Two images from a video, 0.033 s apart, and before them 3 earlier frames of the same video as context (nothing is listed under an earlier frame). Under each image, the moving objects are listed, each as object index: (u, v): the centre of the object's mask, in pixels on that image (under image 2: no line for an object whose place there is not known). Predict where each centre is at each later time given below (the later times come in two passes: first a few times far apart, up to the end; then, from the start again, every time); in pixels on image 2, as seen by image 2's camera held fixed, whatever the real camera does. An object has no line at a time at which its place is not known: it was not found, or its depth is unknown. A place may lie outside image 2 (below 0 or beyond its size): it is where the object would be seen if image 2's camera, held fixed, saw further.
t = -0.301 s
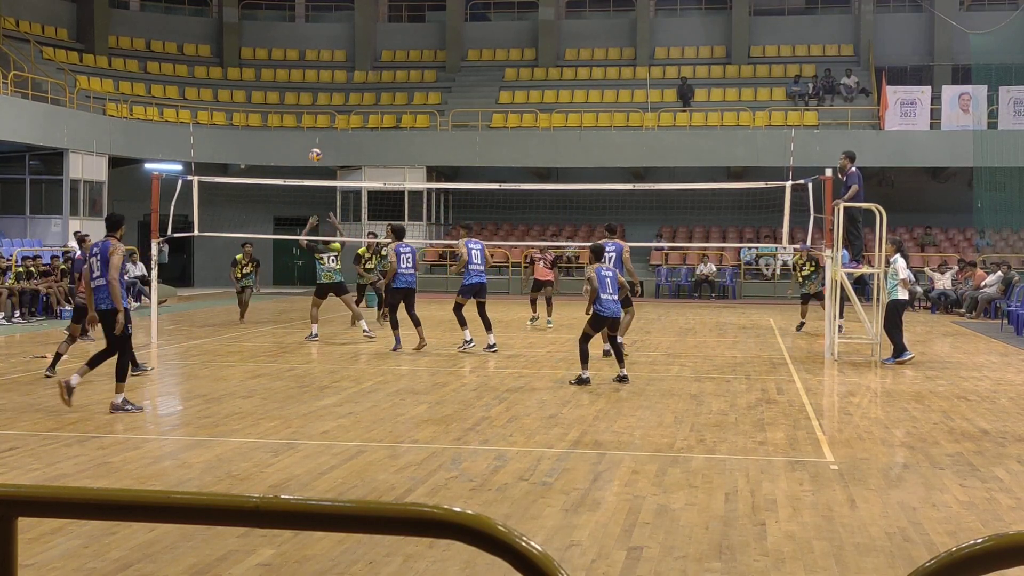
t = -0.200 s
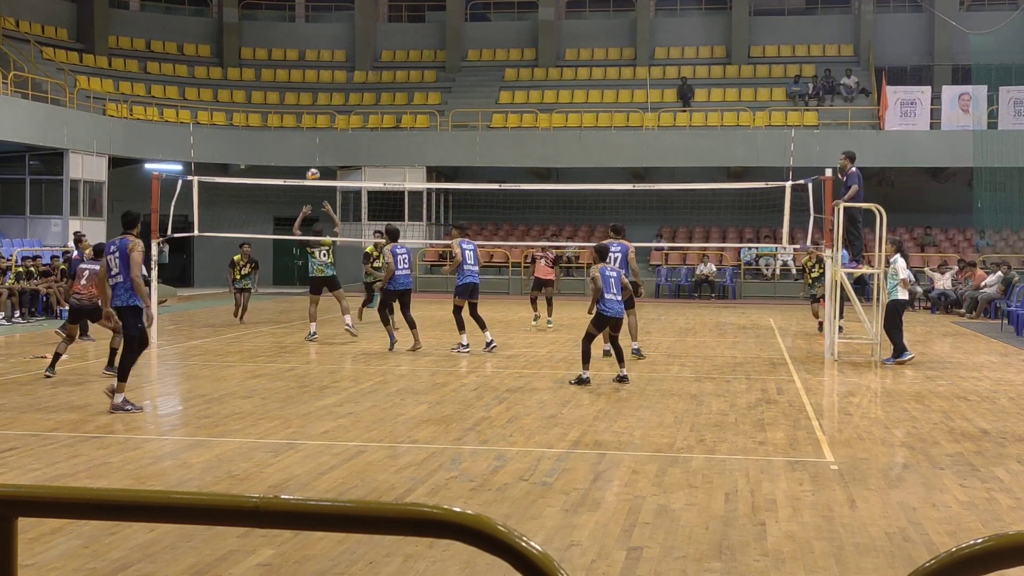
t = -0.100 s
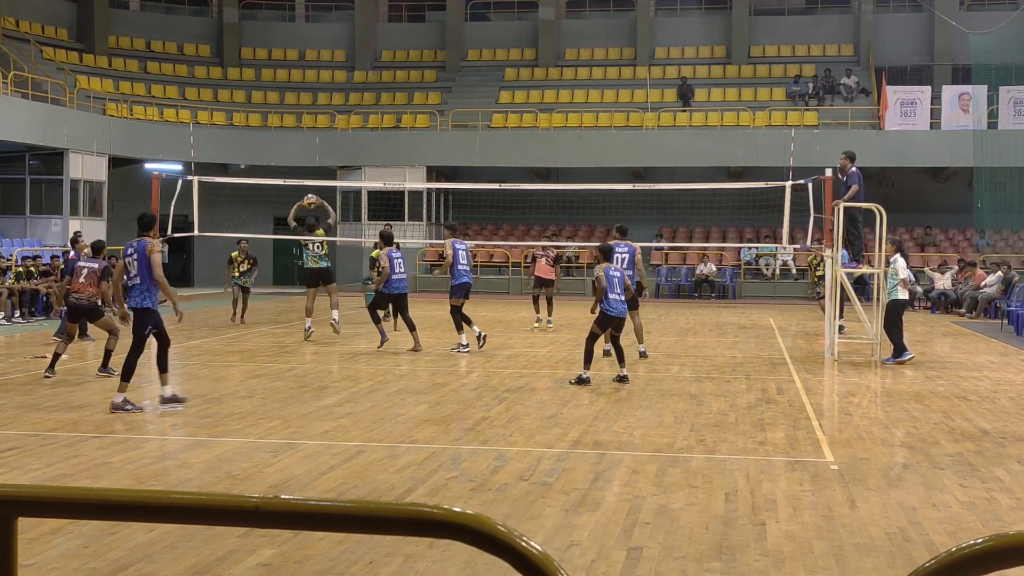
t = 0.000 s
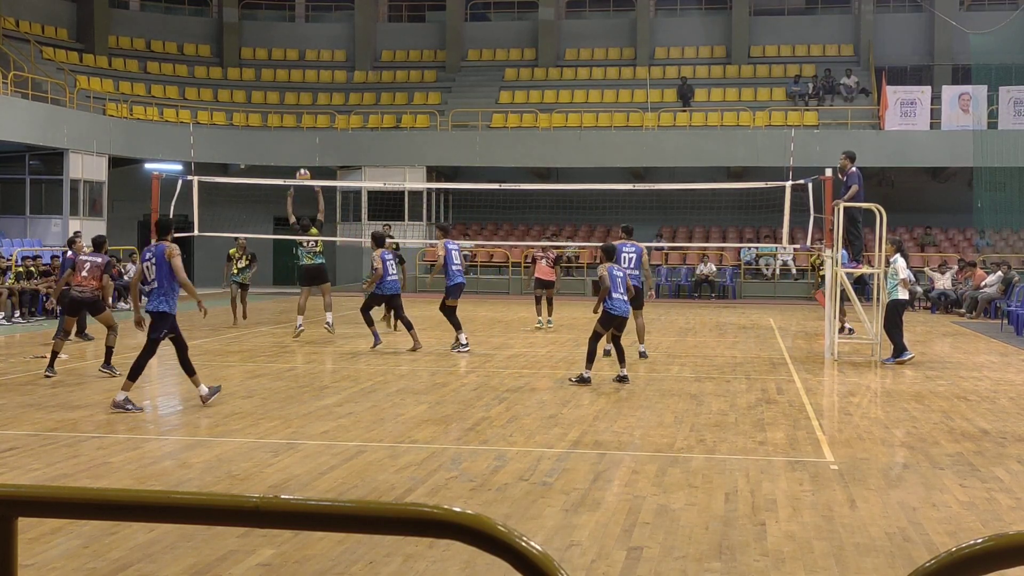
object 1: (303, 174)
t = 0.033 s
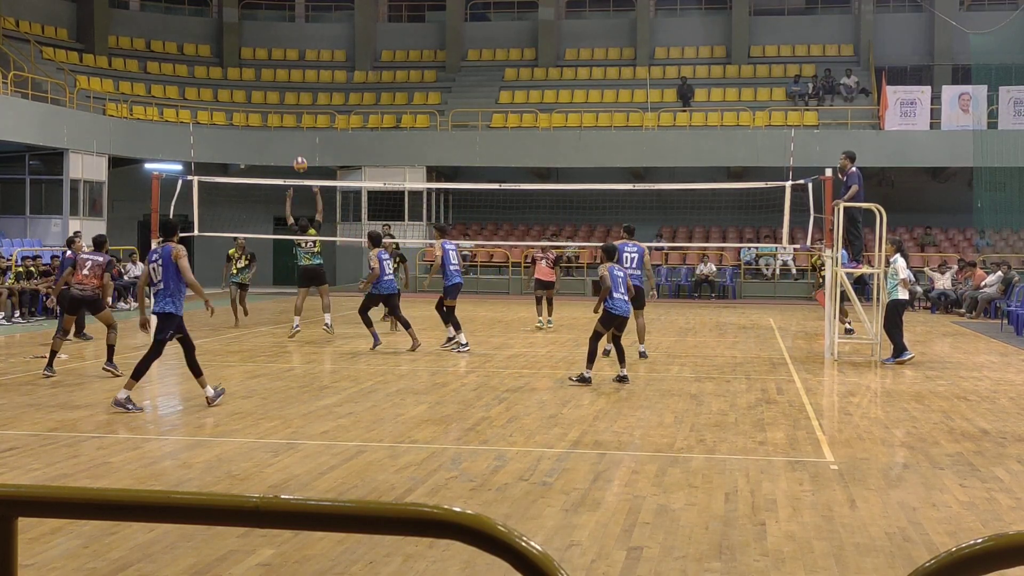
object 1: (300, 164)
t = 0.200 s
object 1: (286, 116)
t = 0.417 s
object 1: (269, 80)
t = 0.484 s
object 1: (263, 75)
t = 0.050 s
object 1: (299, 158)
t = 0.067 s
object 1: (297, 153)
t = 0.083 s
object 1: (296, 147)
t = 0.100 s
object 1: (295, 143)
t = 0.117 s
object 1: (293, 138)
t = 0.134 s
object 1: (292, 133)
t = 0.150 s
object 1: (291, 129)
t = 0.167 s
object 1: (289, 124)
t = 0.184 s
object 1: (288, 119)
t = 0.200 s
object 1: (286, 116)
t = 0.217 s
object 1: (285, 112)
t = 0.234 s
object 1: (284, 108)
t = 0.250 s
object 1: (283, 105)
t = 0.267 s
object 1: (281, 102)
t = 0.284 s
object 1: (280, 99)
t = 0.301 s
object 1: (279, 96)
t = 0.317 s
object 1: (277, 93)
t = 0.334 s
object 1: (276, 90)
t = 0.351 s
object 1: (274, 87)
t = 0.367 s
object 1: (273, 86)
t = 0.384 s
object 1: (271, 84)
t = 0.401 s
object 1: (270, 82)
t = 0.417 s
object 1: (269, 80)
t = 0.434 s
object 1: (267, 79)
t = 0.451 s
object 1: (266, 77)
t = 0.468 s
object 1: (265, 76)
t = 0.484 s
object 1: (263, 75)
